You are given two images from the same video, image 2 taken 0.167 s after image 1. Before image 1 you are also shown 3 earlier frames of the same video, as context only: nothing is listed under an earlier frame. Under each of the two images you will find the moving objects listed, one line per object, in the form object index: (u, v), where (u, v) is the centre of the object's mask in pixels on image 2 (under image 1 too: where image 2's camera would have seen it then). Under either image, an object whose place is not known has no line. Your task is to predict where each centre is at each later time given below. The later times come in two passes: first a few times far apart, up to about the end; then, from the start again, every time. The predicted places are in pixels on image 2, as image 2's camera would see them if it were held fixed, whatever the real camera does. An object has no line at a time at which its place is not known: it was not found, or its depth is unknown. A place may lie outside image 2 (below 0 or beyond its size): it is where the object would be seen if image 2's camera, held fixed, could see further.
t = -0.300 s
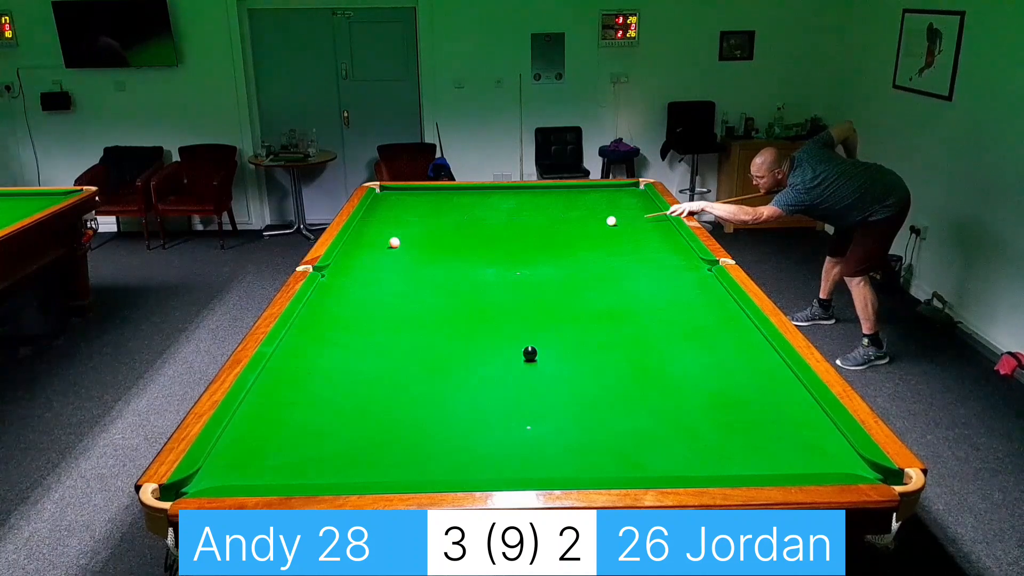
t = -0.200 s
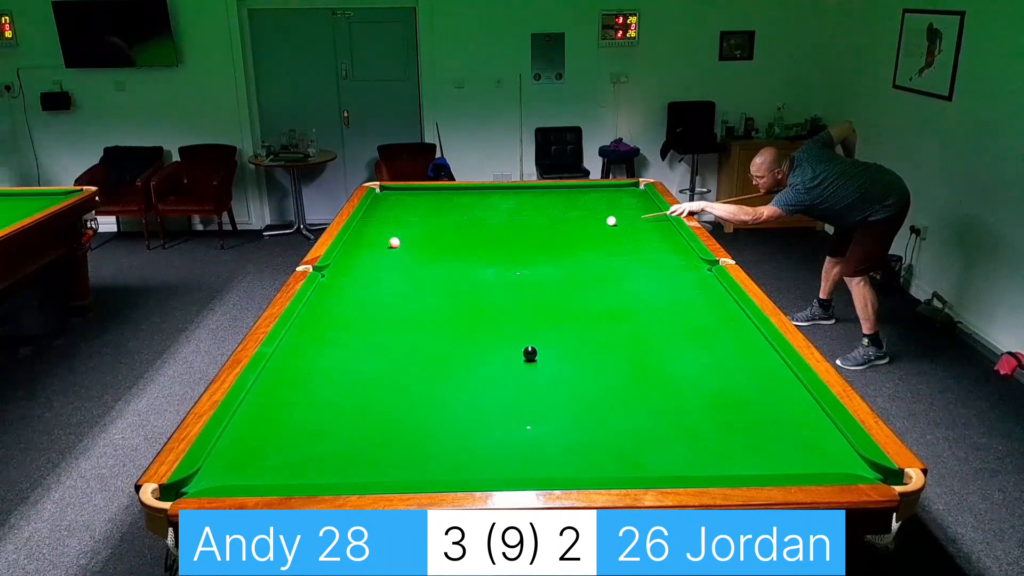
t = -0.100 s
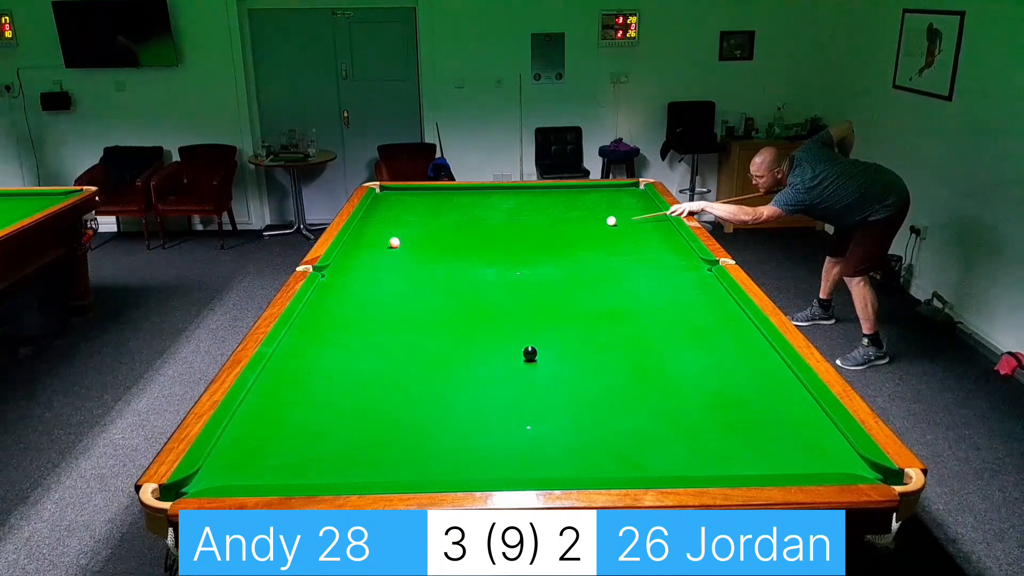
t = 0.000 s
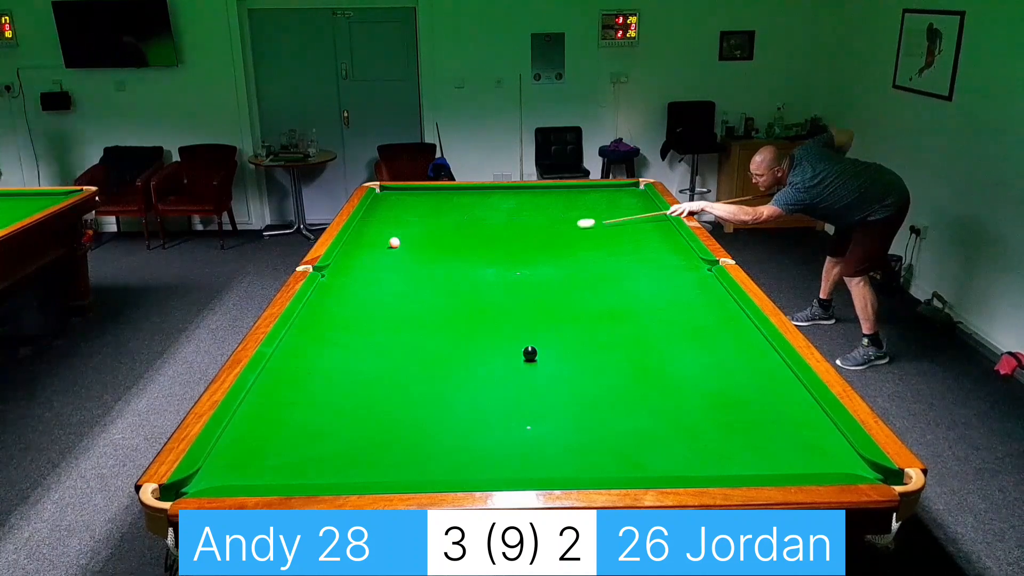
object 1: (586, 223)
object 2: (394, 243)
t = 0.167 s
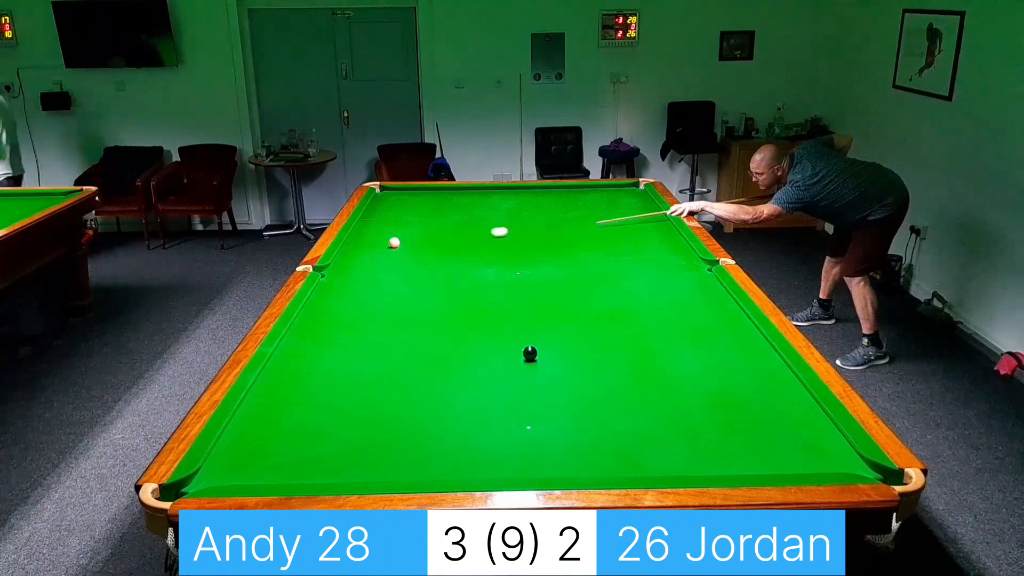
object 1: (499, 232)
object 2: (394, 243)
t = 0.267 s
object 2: (394, 243)
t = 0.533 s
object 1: (395, 241)
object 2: (361, 249)
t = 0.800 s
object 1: (369, 242)
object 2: (431, 253)
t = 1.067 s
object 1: (353, 243)
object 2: (498, 257)
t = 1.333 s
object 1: (369, 245)
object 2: (567, 260)
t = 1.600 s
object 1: (383, 246)
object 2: (637, 263)
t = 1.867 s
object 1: (397, 247)
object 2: (708, 267)
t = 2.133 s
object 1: (409, 248)
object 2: (701, 267)
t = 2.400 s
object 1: (421, 249)
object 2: (690, 272)
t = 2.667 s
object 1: (432, 249)
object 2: (679, 278)
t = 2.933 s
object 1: (441, 250)
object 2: (668, 283)
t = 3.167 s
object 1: (448, 250)
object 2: (659, 288)
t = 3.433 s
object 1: (456, 250)
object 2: (649, 293)
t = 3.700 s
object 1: (462, 251)
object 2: (640, 297)
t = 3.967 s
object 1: (467, 251)
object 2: (631, 301)
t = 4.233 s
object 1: (471, 251)
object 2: (623, 305)
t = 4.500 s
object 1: (474, 251)
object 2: (616, 309)
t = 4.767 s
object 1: (475, 251)
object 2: (609, 312)
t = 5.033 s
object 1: (476, 251)
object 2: (603, 315)
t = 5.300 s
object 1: (476, 251)
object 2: (597, 317)
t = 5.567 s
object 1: (476, 251)
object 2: (593, 319)
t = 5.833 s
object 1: (476, 251)
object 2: (590, 321)
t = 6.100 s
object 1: (476, 251)
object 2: (587, 321)
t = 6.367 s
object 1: (476, 251)
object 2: (586, 322)
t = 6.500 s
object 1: (476, 251)
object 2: (585, 322)
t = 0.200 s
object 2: (394, 243)
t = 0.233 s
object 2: (394, 243)
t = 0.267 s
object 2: (394, 243)
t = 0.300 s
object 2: (394, 243)
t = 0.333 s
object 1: (418, 240)
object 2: (394, 243)
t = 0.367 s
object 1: (405, 241)
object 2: (392, 243)
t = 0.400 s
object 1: (403, 241)
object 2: (378, 244)
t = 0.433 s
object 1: (402, 241)
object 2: (364, 246)
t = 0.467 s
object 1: (400, 241)
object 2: (350, 247)
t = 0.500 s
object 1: (398, 241)
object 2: (351, 249)
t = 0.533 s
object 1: (395, 241)
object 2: (361, 249)
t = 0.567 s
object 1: (393, 241)
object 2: (370, 250)
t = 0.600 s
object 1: (389, 241)
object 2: (380, 250)
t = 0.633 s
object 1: (386, 241)
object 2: (389, 250)
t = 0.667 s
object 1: (382, 242)
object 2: (397, 251)
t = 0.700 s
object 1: (379, 242)
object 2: (406, 251)
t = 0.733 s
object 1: (375, 242)
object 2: (414, 252)
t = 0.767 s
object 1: (372, 242)
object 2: (422, 252)
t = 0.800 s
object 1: (369, 242)
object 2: (431, 253)
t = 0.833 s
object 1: (365, 242)
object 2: (439, 253)
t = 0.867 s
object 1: (362, 242)
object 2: (448, 254)
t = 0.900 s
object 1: (358, 243)
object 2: (456, 254)
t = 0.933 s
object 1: (355, 243)
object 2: (465, 255)
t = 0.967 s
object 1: (352, 243)
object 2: (473, 255)
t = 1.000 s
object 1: (349, 243)
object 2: (481, 256)
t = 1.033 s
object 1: (351, 243)
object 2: (490, 256)
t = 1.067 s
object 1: (353, 243)
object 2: (498, 257)
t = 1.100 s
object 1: (355, 243)
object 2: (507, 257)
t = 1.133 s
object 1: (357, 244)
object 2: (515, 258)
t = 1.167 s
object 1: (359, 244)
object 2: (524, 258)
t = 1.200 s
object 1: (361, 244)
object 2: (532, 258)
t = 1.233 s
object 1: (363, 244)
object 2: (541, 259)
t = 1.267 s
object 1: (365, 244)
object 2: (550, 259)
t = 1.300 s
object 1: (367, 245)
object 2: (558, 260)
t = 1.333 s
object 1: (369, 245)
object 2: (567, 260)
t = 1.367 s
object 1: (371, 245)
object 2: (576, 260)
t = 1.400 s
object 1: (372, 245)
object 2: (584, 261)
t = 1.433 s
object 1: (374, 245)
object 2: (593, 261)
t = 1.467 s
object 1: (376, 245)
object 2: (602, 262)
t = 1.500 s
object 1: (378, 245)
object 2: (610, 262)
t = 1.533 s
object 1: (380, 245)
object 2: (619, 263)
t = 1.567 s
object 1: (382, 246)
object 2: (628, 263)
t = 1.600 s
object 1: (383, 246)
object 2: (637, 263)
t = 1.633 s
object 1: (385, 246)
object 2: (646, 264)
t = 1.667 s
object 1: (387, 246)
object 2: (655, 264)
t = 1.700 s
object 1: (389, 246)
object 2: (664, 265)
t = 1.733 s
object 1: (390, 246)
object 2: (673, 265)
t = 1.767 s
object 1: (392, 246)
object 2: (682, 266)
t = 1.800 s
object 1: (394, 247)
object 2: (691, 266)
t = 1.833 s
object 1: (395, 247)
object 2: (700, 266)
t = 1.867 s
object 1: (397, 247)
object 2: (708, 267)
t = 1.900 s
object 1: (399, 247)
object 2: (709, 266)
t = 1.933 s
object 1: (400, 247)
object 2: (708, 264)
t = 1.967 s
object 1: (402, 247)
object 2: (708, 263)
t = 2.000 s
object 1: (403, 247)
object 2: (706, 264)
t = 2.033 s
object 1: (405, 248)
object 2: (705, 265)
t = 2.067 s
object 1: (406, 248)
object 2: (703, 265)
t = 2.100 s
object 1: (408, 248)
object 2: (702, 266)
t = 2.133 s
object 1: (409, 248)
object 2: (701, 267)
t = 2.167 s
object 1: (411, 248)
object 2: (699, 267)
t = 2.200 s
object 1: (412, 248)
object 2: (698, 268)
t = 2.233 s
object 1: (414, 248)
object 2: (697, 269)
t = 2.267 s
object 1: (415, 248)
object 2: (695, 270)
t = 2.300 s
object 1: (417, 248)
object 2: (694, 270)
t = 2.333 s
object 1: (418, 249)
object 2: (692, 271)
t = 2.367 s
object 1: (420, 249)
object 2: (691, 272)
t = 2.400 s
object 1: (421, 249)
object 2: (690, 272)
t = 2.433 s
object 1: (422, 249)
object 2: (688, 273)
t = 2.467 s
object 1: (424, 249)
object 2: (687, 274)
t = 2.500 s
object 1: (425, 249)
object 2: (685, 274)
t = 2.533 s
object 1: (426, 249)
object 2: (684, 275)
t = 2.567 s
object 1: (428, 249)
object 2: (683, 276)
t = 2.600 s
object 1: (429, 249)
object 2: (681, 277)
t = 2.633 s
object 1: (430, 249)
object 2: (680, 277)
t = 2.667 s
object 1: (432, 249)
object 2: (679, 278)
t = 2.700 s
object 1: (433, 249)
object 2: (677, 279)
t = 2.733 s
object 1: (434, 249)
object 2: (676, 279)
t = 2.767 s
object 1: (435, 249)
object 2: (675, 280)
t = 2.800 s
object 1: (436, 250)
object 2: (673, 281)
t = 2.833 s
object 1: (437, 250)
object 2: (672, 281)
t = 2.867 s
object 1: (439, 250)
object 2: (671, 282)
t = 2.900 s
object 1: (440, 250)
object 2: (669, 283)
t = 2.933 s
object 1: (441, 250)
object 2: (668, 283)
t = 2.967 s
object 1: (442, 250)
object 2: (667, 284)
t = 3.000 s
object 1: (443, 250)
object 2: (665, 285)
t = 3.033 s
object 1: (444, 250)
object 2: (664, 285)
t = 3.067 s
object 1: (445, 250)
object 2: (663, 286)
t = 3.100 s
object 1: (446, 250)
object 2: (661, 287)
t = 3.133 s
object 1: (447, 250)
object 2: (660, 287)
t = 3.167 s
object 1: (448, 250)
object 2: (659, 288)
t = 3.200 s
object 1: (449, 250)
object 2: (658, 288)
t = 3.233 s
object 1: (450, 250)
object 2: (657, 289)
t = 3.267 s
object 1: (451, 250)
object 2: (655, 290)
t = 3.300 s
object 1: (452, 250)
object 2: (654, 290)
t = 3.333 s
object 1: (453, 250)
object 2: (653, 291)
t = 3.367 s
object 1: (454, 250)
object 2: (651, 291)
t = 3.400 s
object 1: (455, 250)
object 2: (650, 292)
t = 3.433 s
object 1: (456, 250)
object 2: (649, 293)
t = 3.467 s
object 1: (457, 250)
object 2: (648, 293)
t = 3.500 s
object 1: (458, 251)
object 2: (647, 294)
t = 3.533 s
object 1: (458, 251)
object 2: (646, 294)
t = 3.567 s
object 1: (459, 251)
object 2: (645, 295)
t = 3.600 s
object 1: (460, 251)
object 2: (644, 296)
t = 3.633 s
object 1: (461, 251)
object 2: (642, 296)
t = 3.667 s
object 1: (461, 251)
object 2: (641, 297)
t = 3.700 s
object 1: (462, 251)
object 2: (640, 297)
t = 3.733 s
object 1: (463, 251)
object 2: (639, 298)
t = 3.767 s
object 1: (464, 251)
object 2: (638, 298)
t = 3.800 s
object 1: (464, 251)
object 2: (637, 299)
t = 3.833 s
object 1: (465, 251)
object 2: (636, 299)
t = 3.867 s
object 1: (466, 251)
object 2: (635, 300)
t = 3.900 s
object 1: (466, 251)
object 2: (634, 300)
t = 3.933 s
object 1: (467, 251)
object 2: (633, 301)
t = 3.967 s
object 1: (467, 251)
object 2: (631, 301)
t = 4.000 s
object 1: (468, 251)
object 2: (630, 302)
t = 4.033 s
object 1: (468, 251)
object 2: (629, 302)
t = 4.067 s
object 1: (469, 251)
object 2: (628, 303)
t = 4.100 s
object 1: (469, 251)
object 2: (627, 304)
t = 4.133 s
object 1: (470, 251)
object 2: (626, 304)
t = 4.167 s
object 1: (470, 251)
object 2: (625, 305)
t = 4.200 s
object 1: (471, 251)
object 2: (624, 305)
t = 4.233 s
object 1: (471, 251)
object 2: (623, 305)
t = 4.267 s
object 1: (472, 251)
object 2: (622, 306)
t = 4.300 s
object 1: (472, 251)
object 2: (621, 307)
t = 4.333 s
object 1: (472, 251)
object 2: (620, 307)
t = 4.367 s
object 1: (473, 251)
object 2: (619, 307)
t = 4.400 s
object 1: (473, 251)
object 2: (618, 308)
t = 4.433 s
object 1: (473, 251)
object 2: (618, 308)
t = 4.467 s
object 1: (474, 251)
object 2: (617, 309)
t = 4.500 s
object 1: (474, 251)
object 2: (616, 309)
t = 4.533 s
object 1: (474, 251)
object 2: (615, 309)
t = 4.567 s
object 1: (475, 251)
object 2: (614, 310)
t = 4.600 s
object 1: (475, 251)
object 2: (613, 310)
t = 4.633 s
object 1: (475, 251)
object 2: (612, 311)
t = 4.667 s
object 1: (475, 251)
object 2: (612, 311)
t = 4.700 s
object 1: (475, 251)
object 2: (611, 312)
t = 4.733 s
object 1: (475, 251)
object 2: (610, 312)
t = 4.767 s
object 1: (475, 251)
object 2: (609, 312)
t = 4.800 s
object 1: (476, 251)
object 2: (608, 313)
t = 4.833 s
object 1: (476, 251)
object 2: (607, 313)
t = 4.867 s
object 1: (476, 251)
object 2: (607, 313)
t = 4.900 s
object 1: (476, 251)
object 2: (606, 314)
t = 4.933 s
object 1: (476, 251)
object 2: (605, 314)
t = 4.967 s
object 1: (476, 251)
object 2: (604, 314)
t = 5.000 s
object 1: (476, 251)
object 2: (603, 315)
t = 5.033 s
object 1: (476, 251)
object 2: (603, 315)
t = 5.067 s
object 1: (476, 251)
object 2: (602, 315)
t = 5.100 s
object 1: (476, 251)
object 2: (601, 316)
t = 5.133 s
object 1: (476, 251)
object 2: (601, 316)
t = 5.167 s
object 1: (476, 251)
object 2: (600, 316)
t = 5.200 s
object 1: (476, 251)
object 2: (599, 316)
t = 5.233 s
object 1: (476, 251)
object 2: (599, 317)
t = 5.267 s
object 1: (476, 251)
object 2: (598, 317)
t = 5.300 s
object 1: (476, 251)
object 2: (597, 317)
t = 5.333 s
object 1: (476, 251)
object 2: (597, 318)
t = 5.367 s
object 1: (476, 251)
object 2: (596, 318)
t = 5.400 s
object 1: (476, 251)
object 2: (596, 318)
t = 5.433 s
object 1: (476, 251)
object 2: (595, 318)
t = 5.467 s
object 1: (476, 251)
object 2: (595, 319)
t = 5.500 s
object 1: (476, 251)
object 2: (594, 319)
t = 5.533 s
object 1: (476, 251)
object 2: (594, 319)
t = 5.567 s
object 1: (476, 251)
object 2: (593, 319)
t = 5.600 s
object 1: (476, 251)
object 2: (593, 319)
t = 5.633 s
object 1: (476, 251)
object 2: (592, 320)
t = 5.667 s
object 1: (476, 251)
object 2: (592, 320)
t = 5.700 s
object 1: (476, 251)
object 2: (591, 320)
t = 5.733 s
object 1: (476, 251)
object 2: (591, 320)
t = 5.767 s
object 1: (476, 251)
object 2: (590, 320)
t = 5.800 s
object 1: (476, 251)
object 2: (590, 321)
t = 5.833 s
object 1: (476, 251)
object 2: (590, 321)
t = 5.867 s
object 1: (476, 251)
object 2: (589, 321)
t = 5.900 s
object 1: (476, 251)
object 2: (589, 321)
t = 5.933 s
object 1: (476, 251)
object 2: (589, 321)
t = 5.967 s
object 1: (476, 251)
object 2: (588, 321)
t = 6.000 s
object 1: (476, 251)
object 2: (588, 321)
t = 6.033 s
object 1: (476, 251)
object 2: (588, 321)
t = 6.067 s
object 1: (476, 251)
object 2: (588, 321)
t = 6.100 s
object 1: (476, 251)
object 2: (587, 321)
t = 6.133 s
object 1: (476, 251)
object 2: (587, 322)
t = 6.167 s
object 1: (476, 251)
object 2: (587, 322)
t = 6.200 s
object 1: (476, 251)
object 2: (587, 322)
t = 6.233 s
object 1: (476, 251)
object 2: (586, 322)
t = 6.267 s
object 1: (476, 251)
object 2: (586, 322)
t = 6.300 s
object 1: (476, 251)
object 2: (586, 322)
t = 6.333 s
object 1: (476, 251)
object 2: (586, 322)
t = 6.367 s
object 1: (476, 251)
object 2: (586, 322)
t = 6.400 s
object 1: (476, 251)
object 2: (586, 322)
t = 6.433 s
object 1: (476, 251)
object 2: (585, 322)
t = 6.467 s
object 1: (476, 251)
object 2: (585, 322)
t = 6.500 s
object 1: (476, 251)
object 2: (585, 322)
